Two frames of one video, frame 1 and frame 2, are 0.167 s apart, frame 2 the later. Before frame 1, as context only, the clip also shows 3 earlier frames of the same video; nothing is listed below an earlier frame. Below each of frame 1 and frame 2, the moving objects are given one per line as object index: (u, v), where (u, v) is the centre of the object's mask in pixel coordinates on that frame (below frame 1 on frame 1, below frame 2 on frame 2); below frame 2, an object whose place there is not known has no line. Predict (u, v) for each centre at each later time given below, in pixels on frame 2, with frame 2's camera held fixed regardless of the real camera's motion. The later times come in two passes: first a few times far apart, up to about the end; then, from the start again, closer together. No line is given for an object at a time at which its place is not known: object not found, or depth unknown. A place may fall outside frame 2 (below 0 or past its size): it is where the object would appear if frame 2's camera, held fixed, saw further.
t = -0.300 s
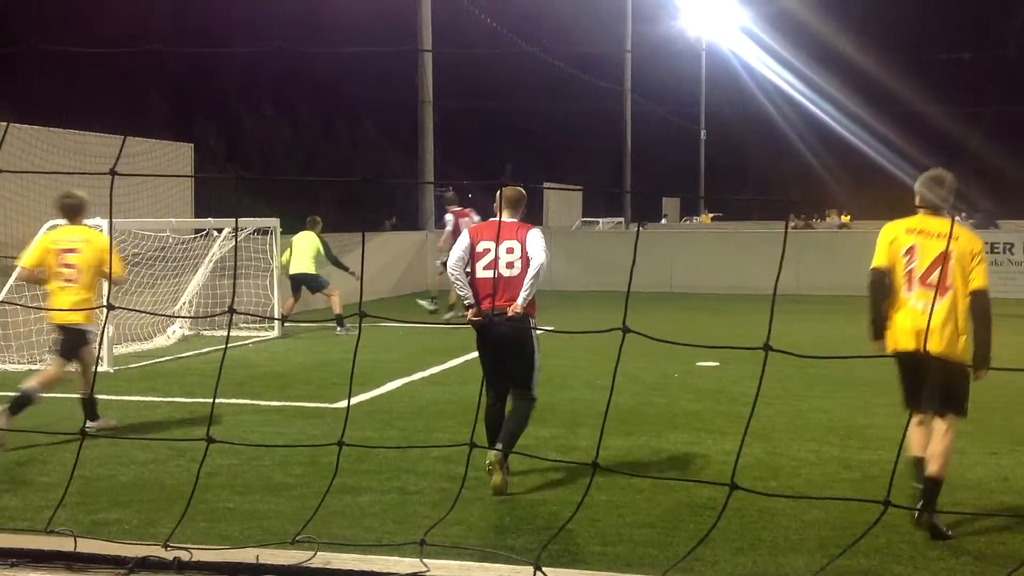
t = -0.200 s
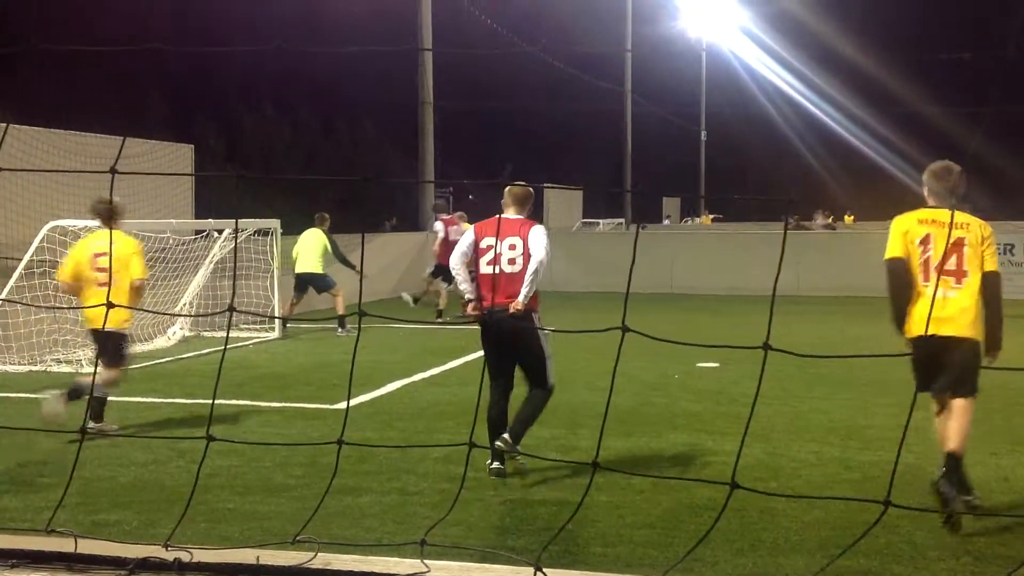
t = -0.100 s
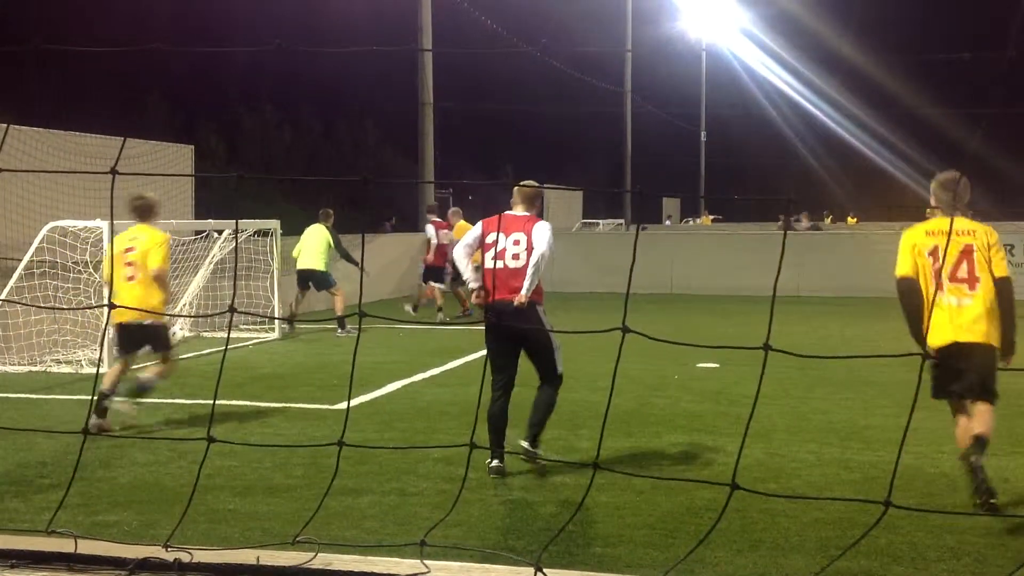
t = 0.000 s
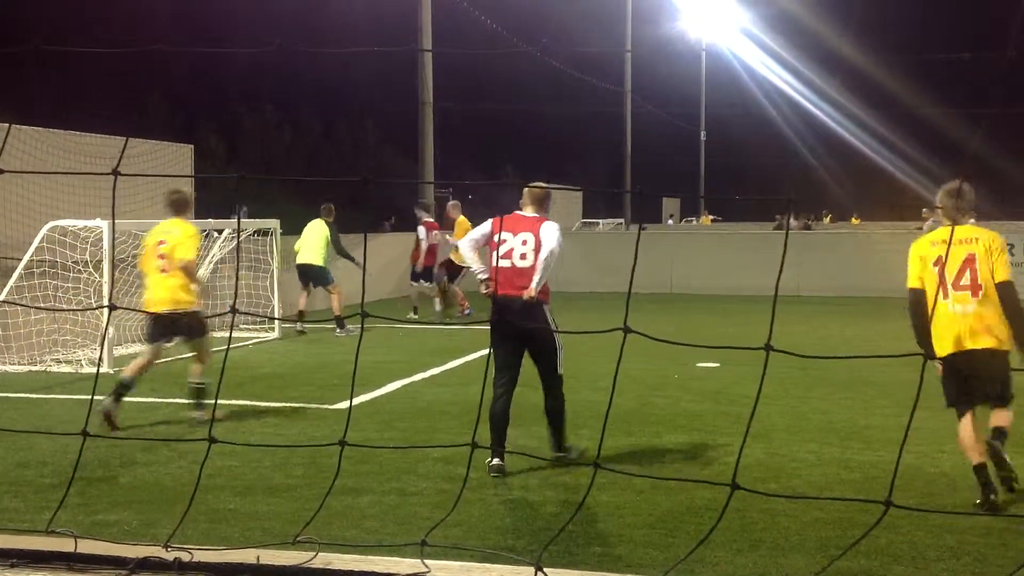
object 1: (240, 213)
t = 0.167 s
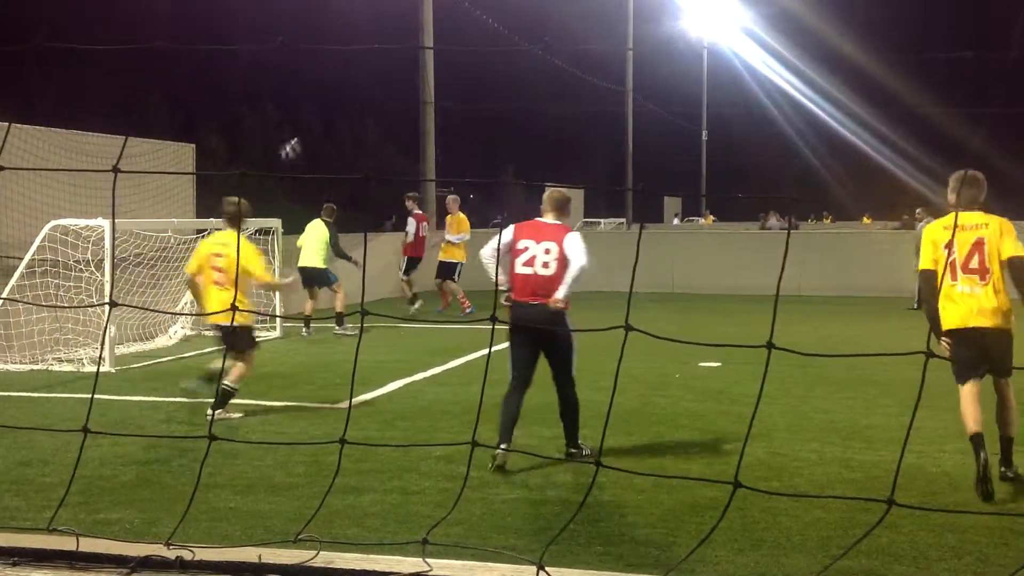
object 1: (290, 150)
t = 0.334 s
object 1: (342, 95)
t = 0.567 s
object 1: (418, 44)
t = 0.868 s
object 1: (544, 53)
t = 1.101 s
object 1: (664, 148)
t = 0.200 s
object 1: (302, 136)
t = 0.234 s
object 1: (311, 126)
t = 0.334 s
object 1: (342, 95)
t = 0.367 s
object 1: (353, 86)
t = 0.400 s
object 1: (365, 77)
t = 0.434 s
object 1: (374, 69)
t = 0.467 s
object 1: (386, 63)
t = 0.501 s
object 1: (397, 56)
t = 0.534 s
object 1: (406, 51)
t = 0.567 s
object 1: (418, 44)
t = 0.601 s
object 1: (435, 40)
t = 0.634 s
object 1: (448, 38)
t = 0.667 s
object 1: (460, 38)
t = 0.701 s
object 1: (474, 37)
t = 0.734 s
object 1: (487, 37)
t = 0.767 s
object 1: (501, 39)
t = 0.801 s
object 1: (513, 41)
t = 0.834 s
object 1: (526, 46)
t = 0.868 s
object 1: (544, 53)
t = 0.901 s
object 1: (560, 62)
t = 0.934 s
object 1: (576, 71)
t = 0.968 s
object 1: (591, 80)
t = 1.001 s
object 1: (607, 93)
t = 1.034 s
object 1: (626, 109)
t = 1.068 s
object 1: (646, 127)
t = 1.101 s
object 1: (664, 148)
